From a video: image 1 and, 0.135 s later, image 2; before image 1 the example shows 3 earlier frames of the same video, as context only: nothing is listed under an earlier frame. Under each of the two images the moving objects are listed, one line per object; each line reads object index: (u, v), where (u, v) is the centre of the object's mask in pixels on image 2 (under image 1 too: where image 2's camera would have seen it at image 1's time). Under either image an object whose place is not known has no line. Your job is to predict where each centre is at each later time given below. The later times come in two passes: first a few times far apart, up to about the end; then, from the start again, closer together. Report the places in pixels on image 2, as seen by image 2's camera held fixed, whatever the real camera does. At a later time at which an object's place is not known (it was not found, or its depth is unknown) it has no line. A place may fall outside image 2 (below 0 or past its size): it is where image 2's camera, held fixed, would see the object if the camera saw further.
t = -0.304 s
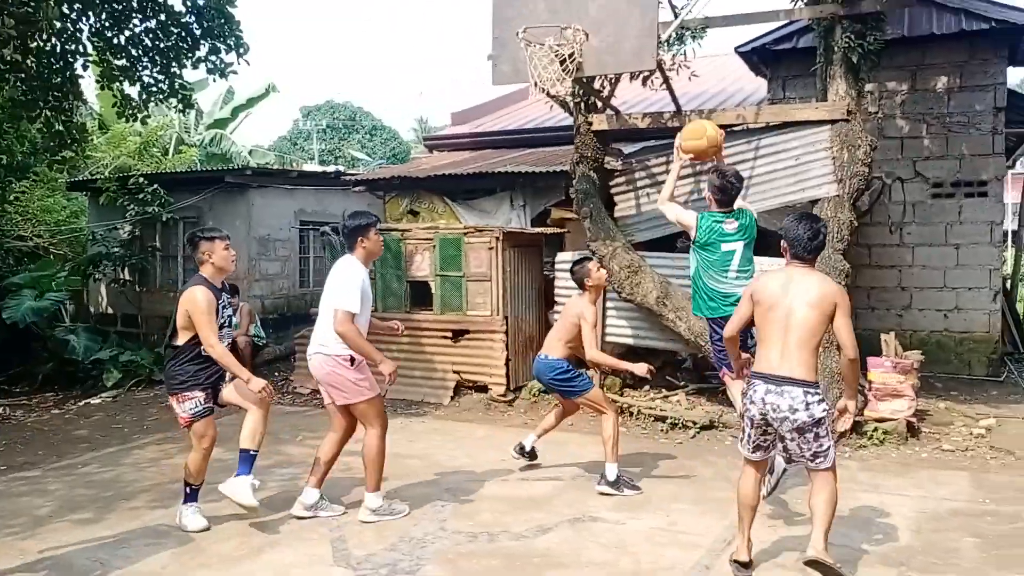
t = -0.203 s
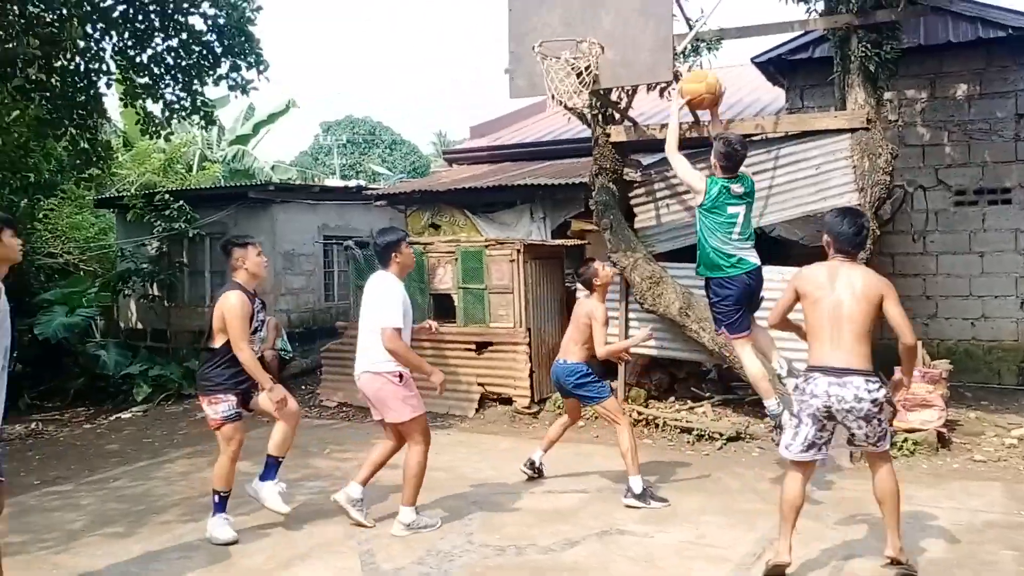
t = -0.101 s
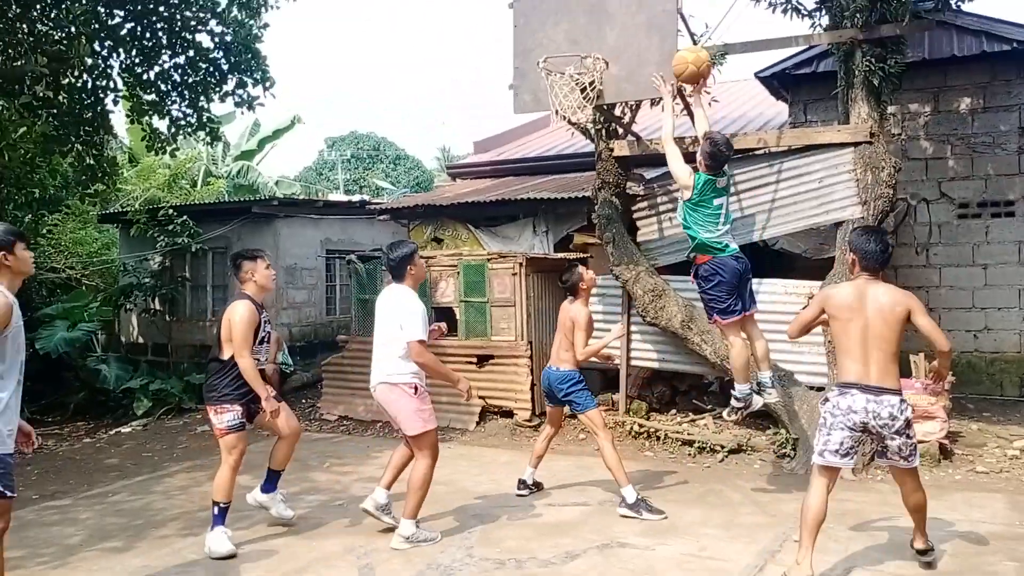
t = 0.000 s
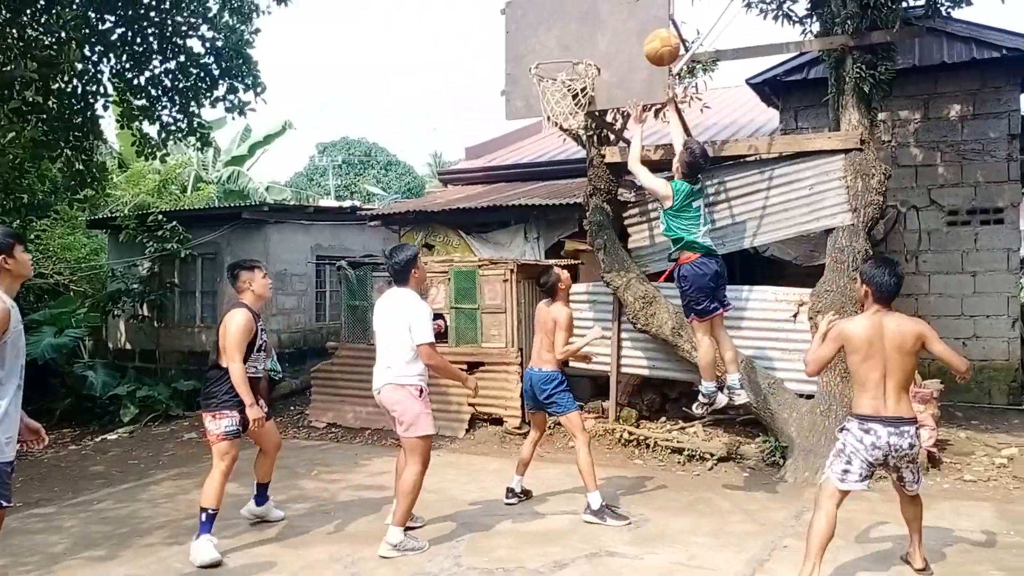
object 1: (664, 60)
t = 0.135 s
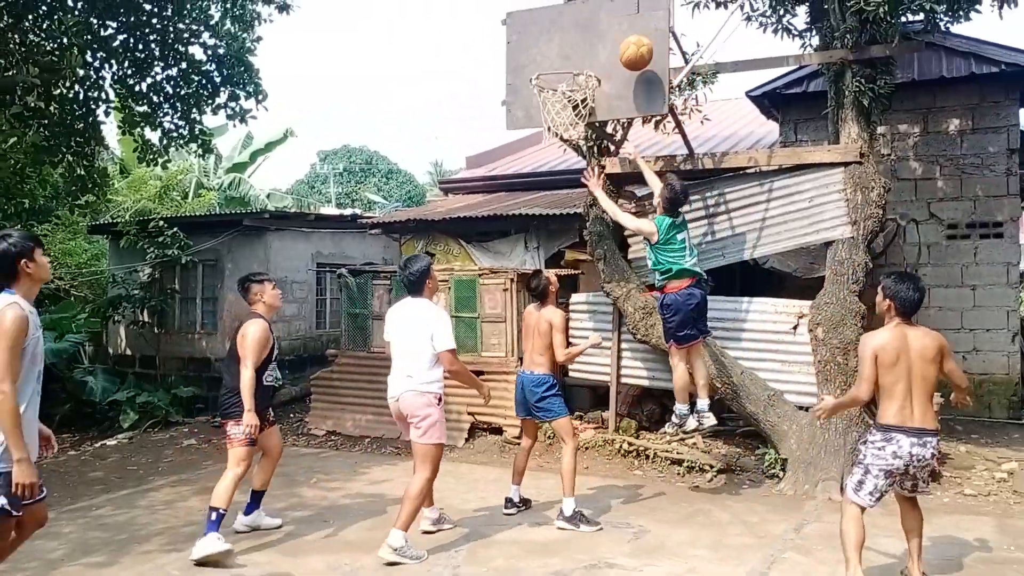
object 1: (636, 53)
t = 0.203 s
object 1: (624, 56)
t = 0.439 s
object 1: (563, 72)
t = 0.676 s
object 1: (549, 110)
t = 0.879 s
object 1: (554, 179)
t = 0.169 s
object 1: (631, 55)
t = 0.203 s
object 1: (624, 56)
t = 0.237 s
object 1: (613, 56)
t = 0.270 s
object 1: (604, 55)
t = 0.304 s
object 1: (596, 57)
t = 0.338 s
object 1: (588, 60)
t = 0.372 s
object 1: (578, 62)
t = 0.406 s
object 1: (569, 66)
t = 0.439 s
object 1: (563, 72)
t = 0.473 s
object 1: (560, 81)
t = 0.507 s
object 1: (555, 83)
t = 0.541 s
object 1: (549, 87)
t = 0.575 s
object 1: (546, 90)
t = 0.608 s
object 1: (546, 93)
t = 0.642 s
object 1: (548, 102)
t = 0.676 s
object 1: (549, 110)
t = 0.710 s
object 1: (551, 117)
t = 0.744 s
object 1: (551, 128)
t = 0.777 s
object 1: (553, 139)
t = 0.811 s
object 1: (553, 151)
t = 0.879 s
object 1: (554, 179)
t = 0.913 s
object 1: (555, 195)
